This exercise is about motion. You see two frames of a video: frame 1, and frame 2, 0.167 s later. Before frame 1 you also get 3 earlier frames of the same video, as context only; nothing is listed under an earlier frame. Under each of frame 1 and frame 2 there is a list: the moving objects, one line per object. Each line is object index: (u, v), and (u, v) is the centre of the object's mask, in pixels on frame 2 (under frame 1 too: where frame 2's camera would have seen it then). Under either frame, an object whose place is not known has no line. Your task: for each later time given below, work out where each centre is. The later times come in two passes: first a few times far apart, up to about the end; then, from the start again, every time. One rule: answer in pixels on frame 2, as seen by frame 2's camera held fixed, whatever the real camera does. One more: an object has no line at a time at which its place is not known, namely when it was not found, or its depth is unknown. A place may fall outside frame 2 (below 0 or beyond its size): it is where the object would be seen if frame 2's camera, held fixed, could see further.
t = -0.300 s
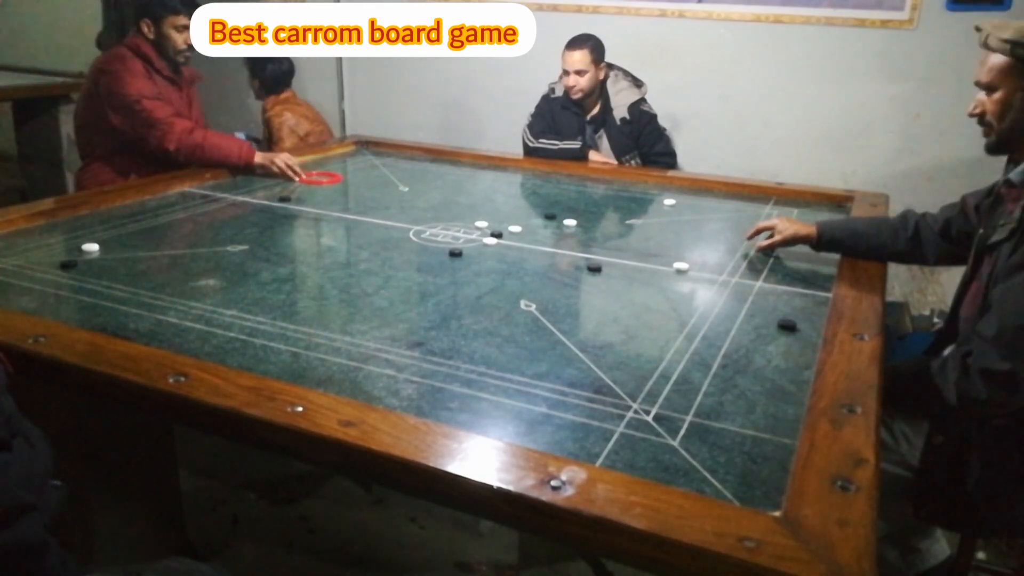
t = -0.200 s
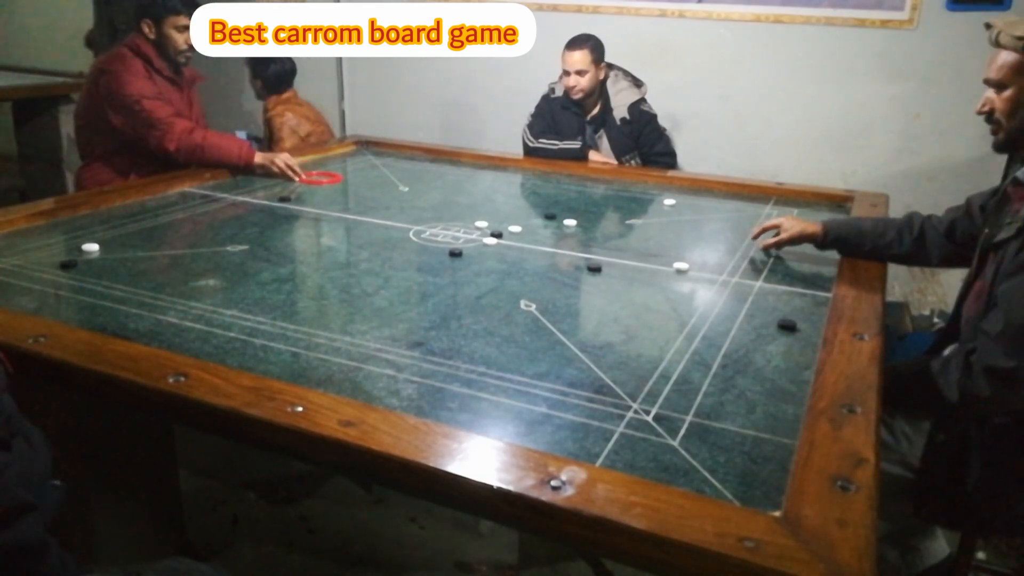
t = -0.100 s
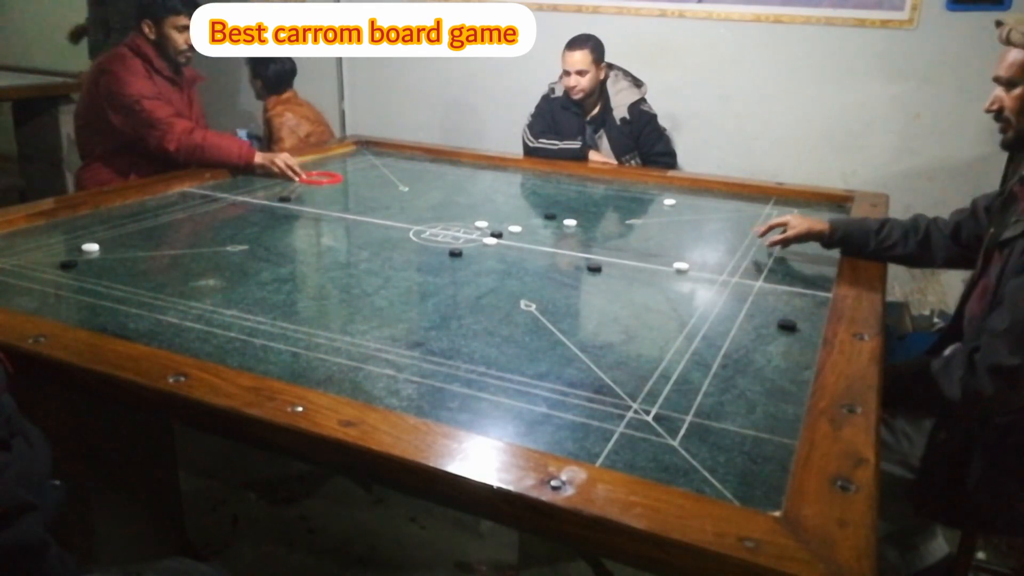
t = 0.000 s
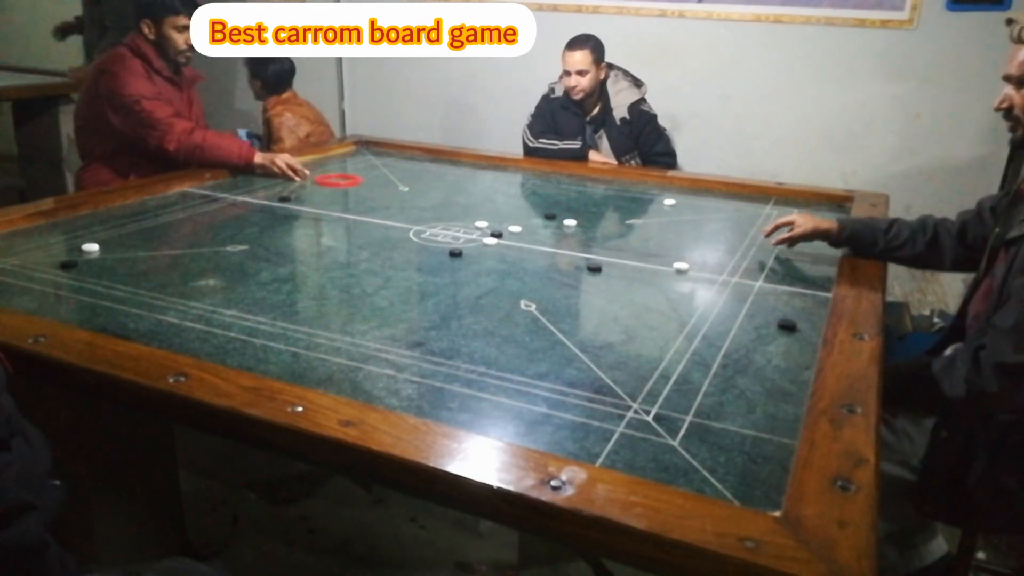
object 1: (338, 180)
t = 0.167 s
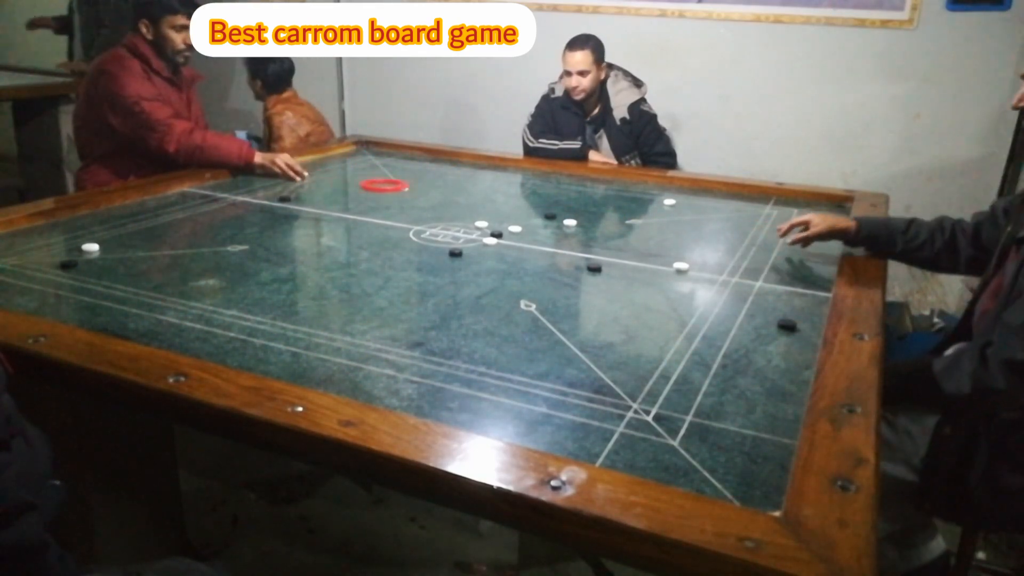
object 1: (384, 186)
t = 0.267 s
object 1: (411, 188)
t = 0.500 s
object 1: (477, 196)
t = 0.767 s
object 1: (556, 204)
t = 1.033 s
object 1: (637, 212)
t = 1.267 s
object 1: (711, 220)
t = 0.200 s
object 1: (393, 187)
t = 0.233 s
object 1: (402, 187)
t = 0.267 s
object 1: (411, 188)
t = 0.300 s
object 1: (420, 190)
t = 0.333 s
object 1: (430, 191)
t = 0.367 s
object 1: (440, 191)
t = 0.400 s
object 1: (448, 192)
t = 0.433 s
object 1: (458, 194)
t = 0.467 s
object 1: (468, 195)
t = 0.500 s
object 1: (477, 196)
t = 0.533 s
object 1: (487, 197)
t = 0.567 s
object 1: (497, 198)
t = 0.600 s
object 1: (508, 199)
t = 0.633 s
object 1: (518, 200)
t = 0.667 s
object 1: (528, 201)
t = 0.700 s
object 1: (537, 202)
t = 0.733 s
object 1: (547, 203)
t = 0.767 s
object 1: (556, 204)
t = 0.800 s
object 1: (566, 205)
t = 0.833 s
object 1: (576, 206)
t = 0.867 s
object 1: (586, 207)
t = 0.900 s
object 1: (596, 208)
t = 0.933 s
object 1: (606, 209)
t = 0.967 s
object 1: (617, 210)
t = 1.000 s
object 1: (627, 211)
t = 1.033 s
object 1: (637, 212)
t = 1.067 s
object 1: (647, 213)
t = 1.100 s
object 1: (657, 214)
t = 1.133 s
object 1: (668, 215)
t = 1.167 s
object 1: (679, 216)
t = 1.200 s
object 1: (689, 218)
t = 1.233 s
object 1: (701, 219)
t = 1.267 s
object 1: (711, 220)
